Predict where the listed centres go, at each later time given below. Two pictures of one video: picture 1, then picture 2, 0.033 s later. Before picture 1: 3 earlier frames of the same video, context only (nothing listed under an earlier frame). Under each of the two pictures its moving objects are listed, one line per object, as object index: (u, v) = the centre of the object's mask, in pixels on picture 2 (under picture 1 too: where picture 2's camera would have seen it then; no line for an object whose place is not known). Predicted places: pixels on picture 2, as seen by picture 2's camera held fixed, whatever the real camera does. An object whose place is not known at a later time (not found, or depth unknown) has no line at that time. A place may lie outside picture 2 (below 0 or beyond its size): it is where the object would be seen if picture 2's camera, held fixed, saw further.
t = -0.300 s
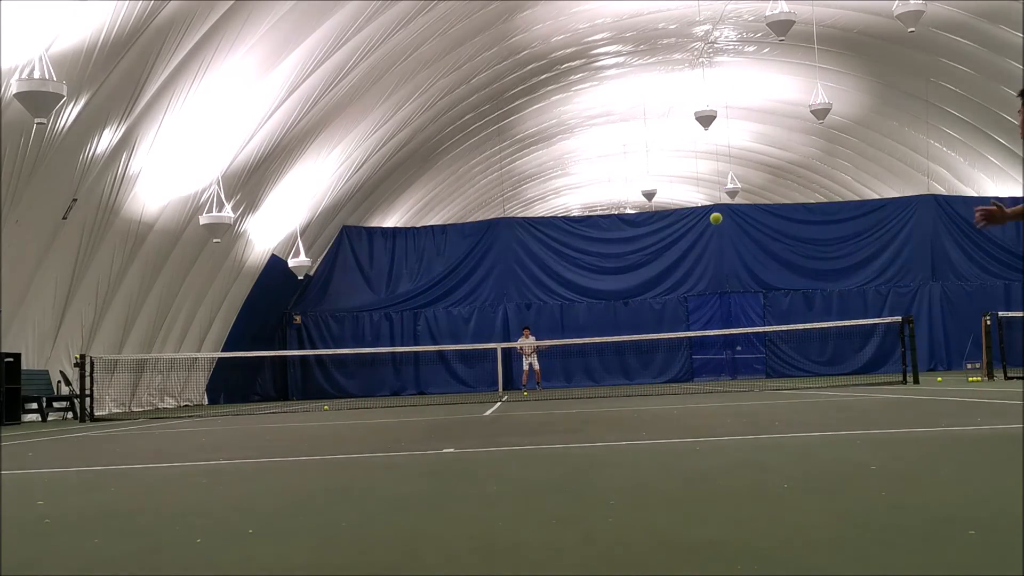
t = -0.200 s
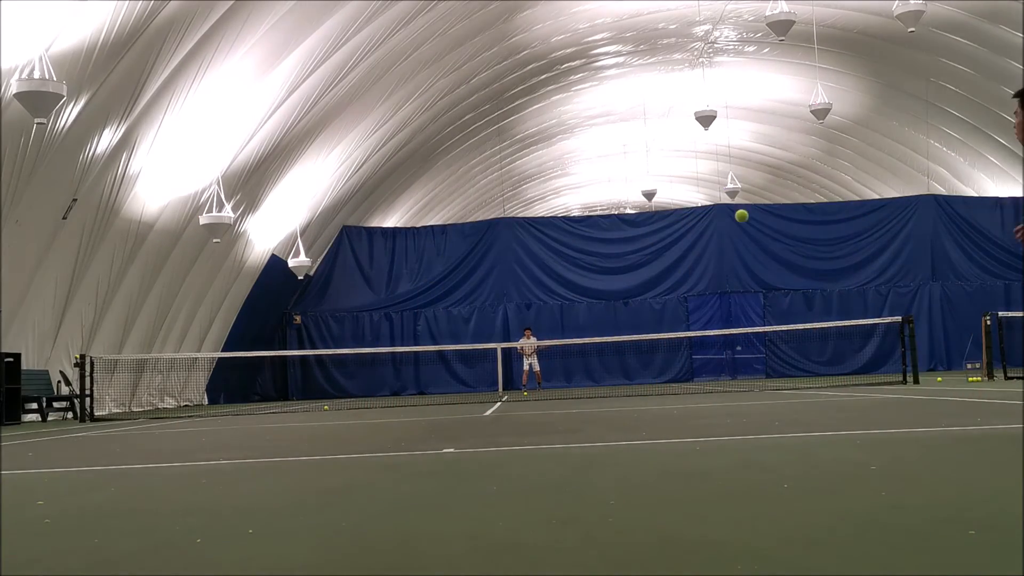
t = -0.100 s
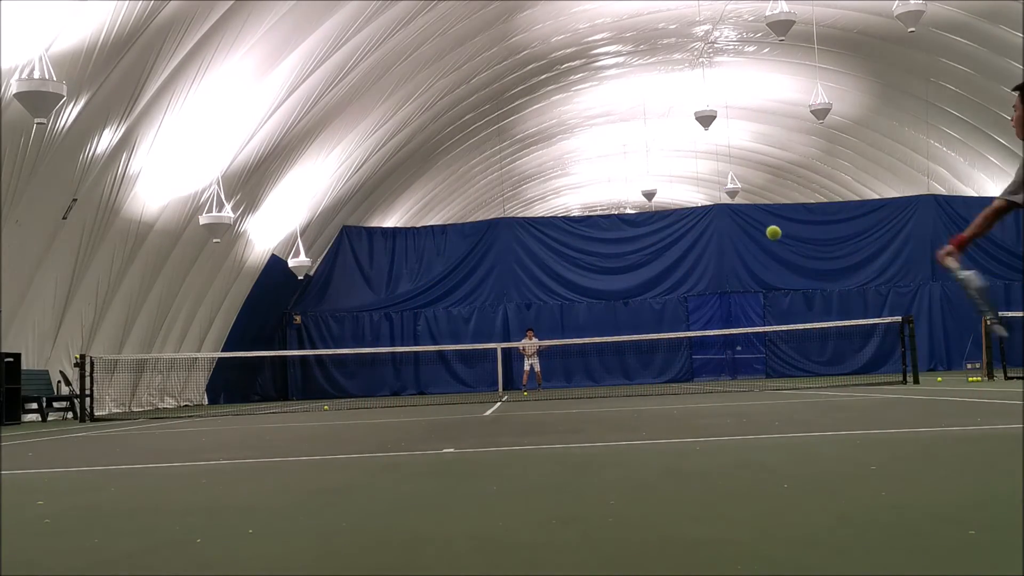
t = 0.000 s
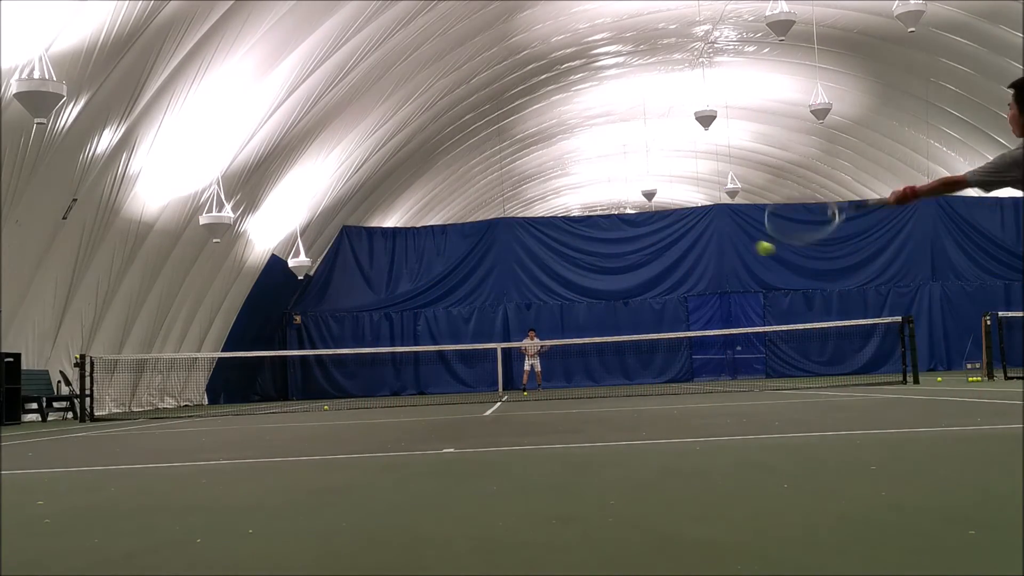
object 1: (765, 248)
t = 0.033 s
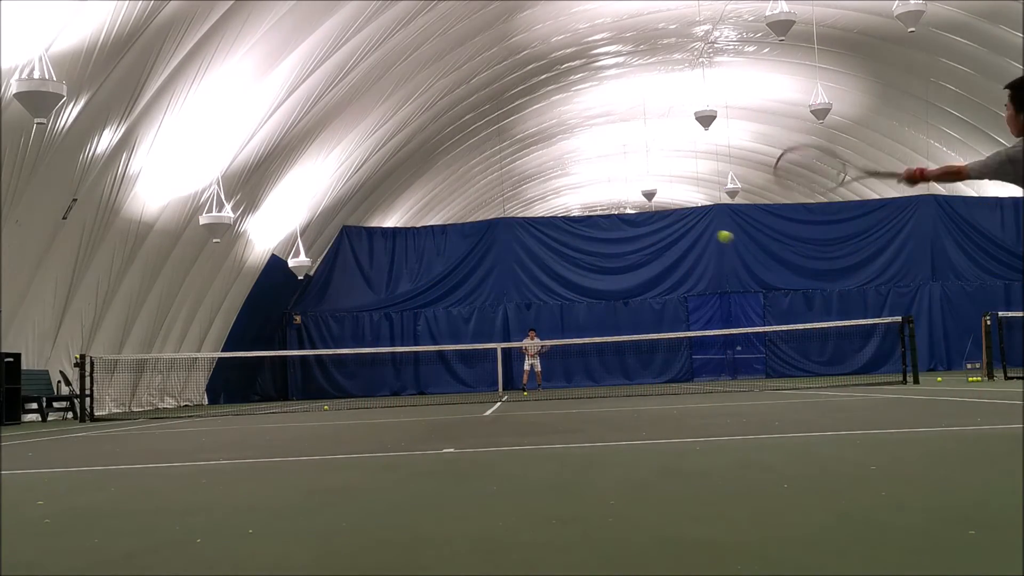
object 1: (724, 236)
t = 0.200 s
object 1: (615, 226)
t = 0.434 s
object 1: (551, 257)
